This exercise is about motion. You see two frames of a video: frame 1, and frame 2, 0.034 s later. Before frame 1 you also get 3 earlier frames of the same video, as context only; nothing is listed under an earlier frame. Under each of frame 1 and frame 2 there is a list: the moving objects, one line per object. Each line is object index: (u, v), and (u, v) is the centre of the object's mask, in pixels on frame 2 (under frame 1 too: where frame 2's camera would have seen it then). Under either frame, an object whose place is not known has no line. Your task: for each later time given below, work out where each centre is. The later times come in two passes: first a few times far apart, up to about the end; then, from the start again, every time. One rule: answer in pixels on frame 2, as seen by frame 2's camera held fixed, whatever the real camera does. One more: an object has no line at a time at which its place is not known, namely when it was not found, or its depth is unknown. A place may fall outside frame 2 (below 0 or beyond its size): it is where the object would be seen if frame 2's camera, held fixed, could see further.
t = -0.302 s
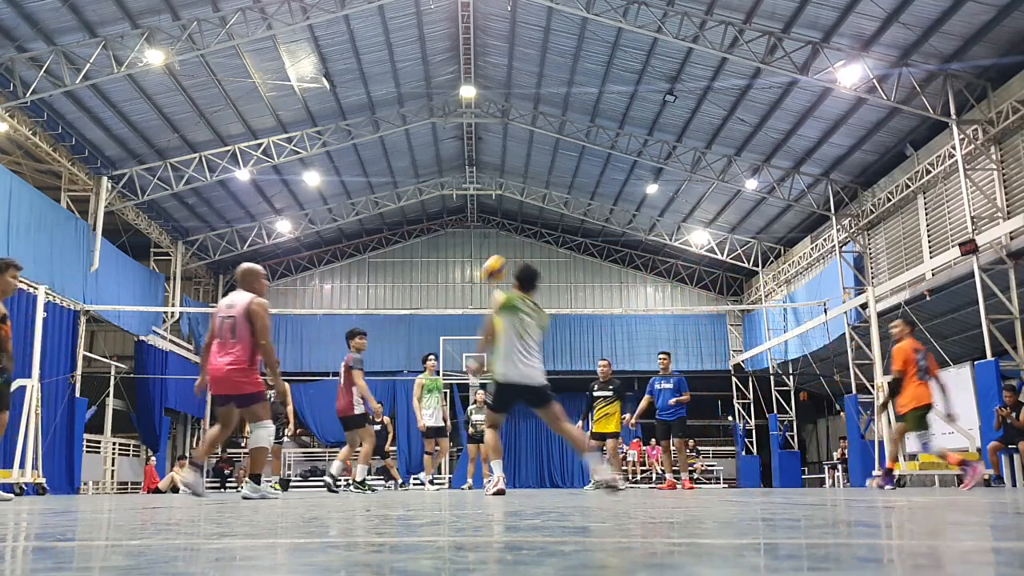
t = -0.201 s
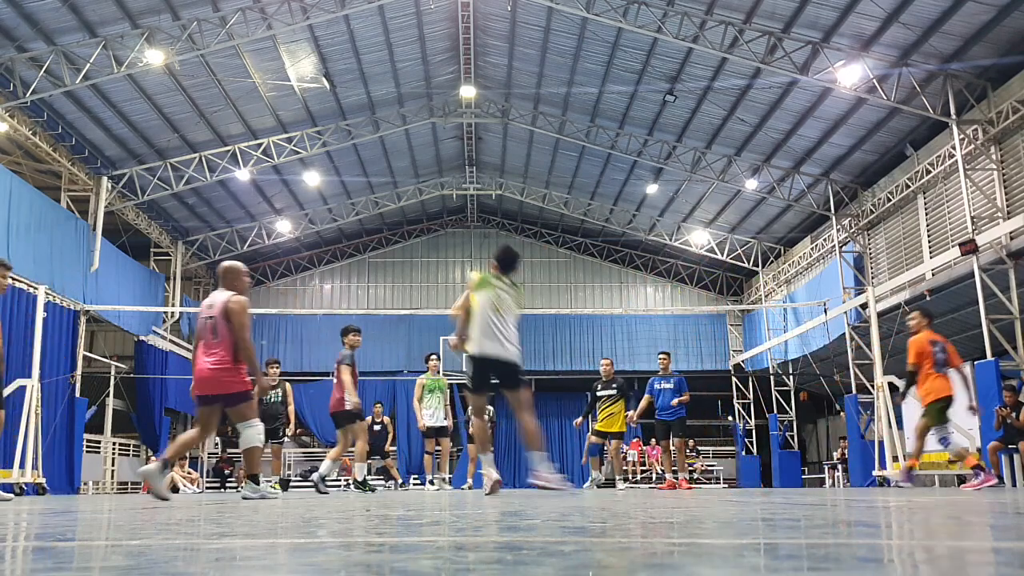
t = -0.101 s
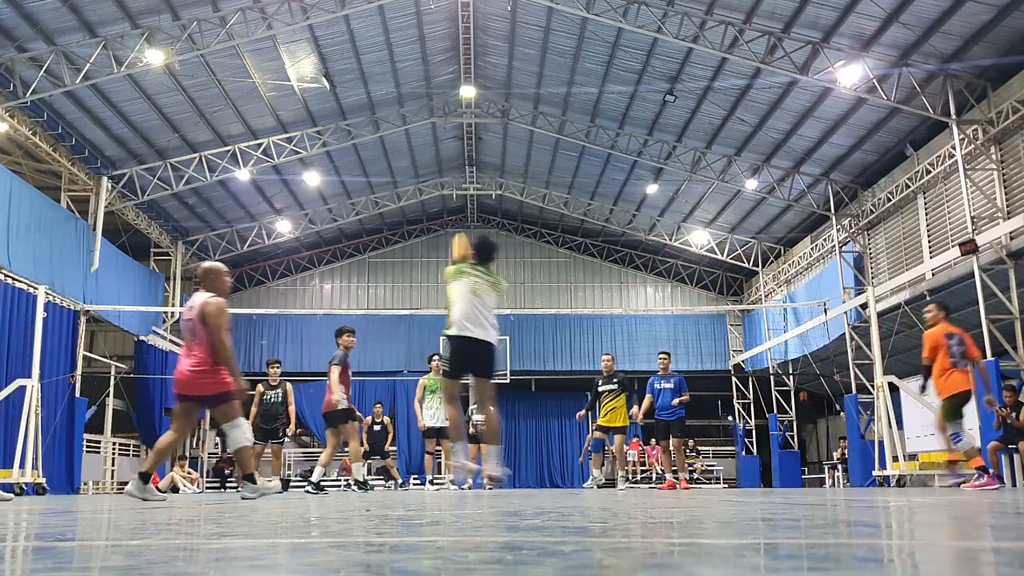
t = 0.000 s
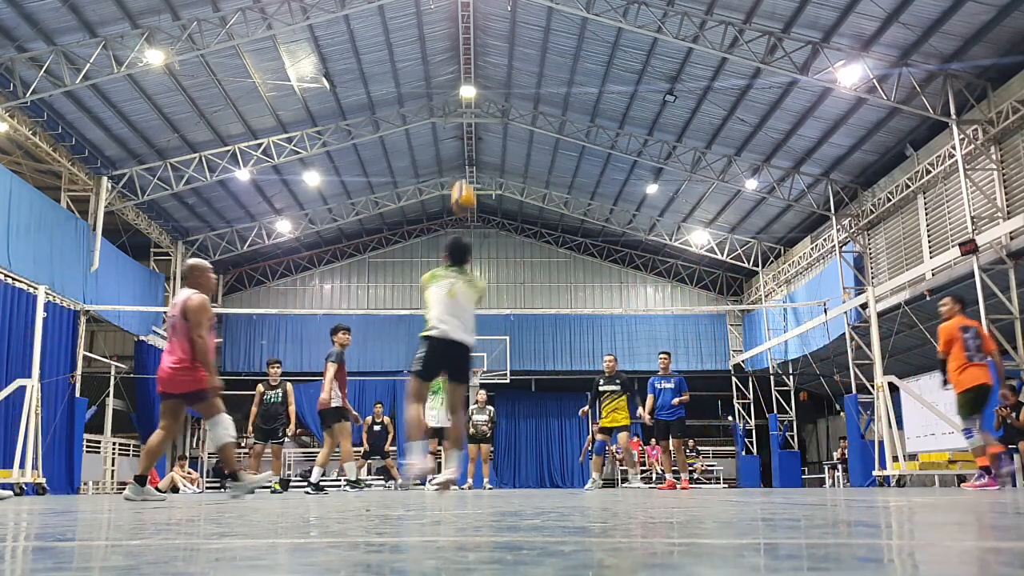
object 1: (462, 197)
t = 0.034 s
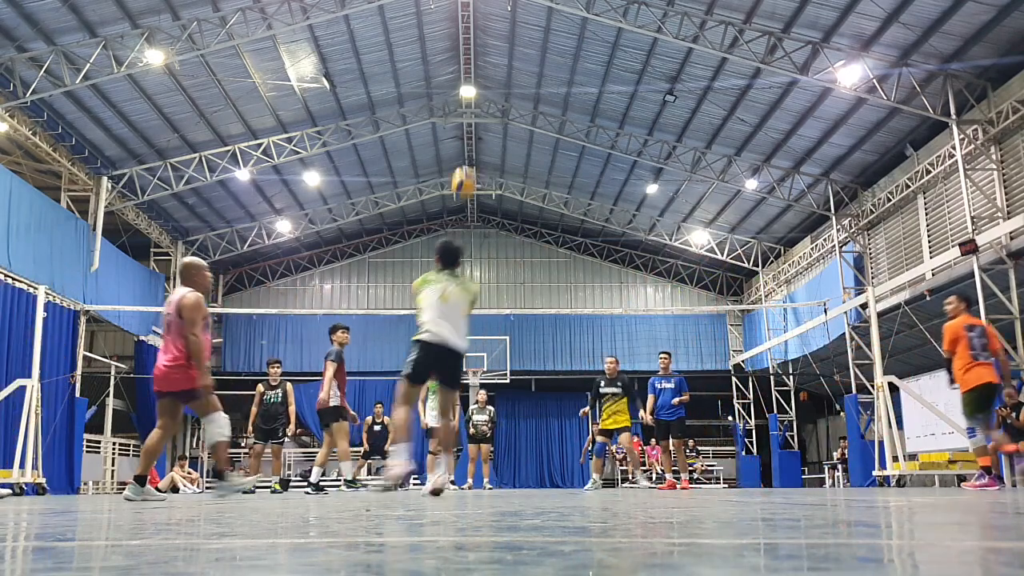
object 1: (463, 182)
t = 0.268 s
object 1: (467, 121)
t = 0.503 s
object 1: (470, 120)
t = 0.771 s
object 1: (474, 170)
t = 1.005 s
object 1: (477, 252)
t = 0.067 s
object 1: (464, 167)
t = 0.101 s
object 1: (464, 157)
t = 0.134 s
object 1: (465, 148)
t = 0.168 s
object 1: (466, 140)
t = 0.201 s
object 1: (467, 131)
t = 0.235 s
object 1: (467, 127)
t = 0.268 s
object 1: (467, 121)
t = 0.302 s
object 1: (468, 119)
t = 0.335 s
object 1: (468, 117)
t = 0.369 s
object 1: (468, 116)
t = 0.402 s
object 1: (469, 115)
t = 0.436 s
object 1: (469, 116)
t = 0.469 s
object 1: (470, 118)
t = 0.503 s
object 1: (470, 120)
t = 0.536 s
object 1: (471, 124)
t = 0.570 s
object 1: (471, 128)
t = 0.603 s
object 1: (471, 132)
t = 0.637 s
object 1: (472, 139)
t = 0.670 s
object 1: (472, 146)
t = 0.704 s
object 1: (473, 154)
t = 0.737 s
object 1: (473, 162)
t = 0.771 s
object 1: (474, 170)
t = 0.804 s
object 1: (474, 180)
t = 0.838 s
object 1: (475, 191)
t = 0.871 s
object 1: (475, 202)
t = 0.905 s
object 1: (476, 213)
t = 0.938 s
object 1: (476, 226)
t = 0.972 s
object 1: (477, 239)
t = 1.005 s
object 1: (477, 252)
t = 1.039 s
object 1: (477, 269)
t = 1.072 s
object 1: (478, 282)
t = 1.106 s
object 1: (478, 297)
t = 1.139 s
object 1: (479, 314)
